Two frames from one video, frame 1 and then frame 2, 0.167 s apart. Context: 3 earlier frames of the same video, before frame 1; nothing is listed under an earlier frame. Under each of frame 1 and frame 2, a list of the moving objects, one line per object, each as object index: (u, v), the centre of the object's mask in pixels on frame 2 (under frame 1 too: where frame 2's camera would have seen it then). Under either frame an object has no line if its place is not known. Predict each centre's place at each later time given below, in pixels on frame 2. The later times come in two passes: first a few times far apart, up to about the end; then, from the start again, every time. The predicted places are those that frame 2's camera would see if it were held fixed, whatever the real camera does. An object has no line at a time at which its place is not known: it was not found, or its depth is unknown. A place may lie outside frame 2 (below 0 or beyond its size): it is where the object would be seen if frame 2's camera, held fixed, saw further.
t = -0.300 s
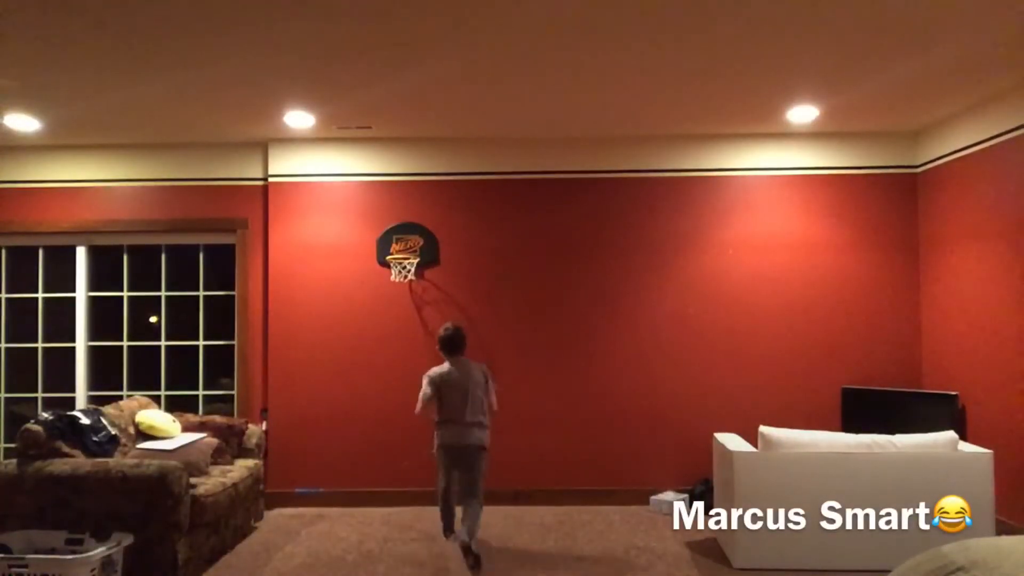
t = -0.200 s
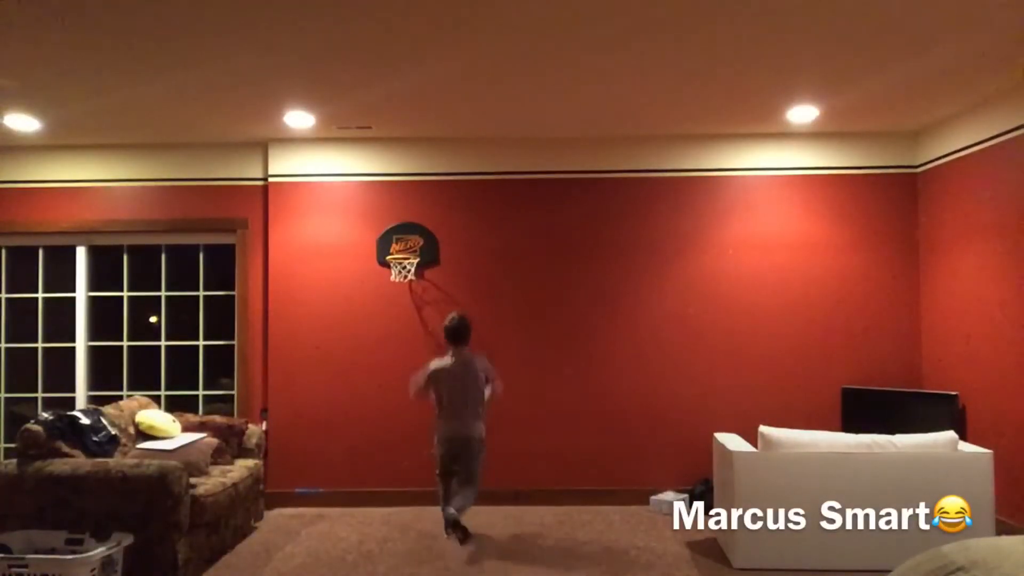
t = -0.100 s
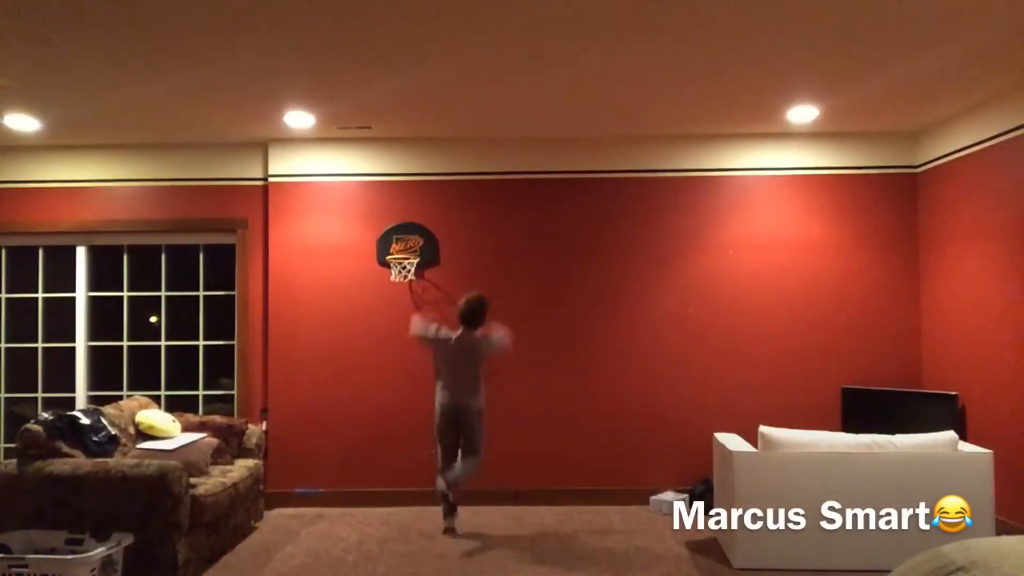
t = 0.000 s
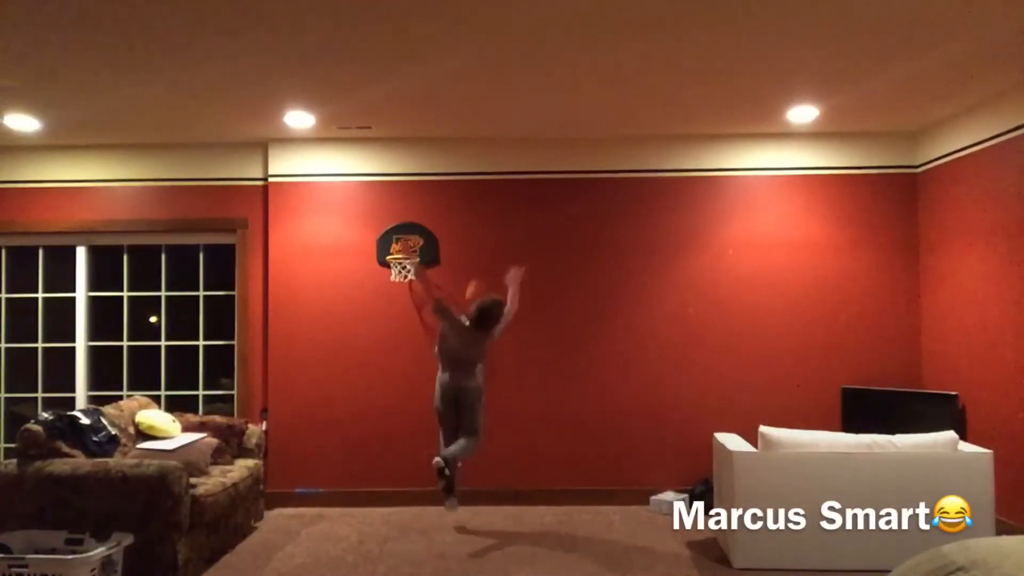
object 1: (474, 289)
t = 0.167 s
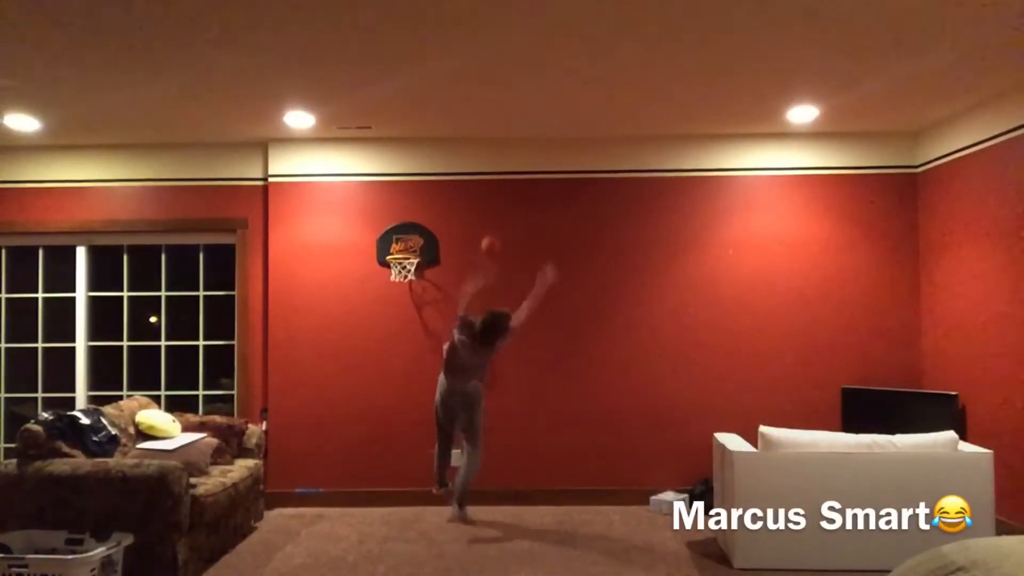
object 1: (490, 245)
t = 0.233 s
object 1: (497, 236)
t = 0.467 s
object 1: (516, 261)
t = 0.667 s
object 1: (531, 339)
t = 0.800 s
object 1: (541, 411)
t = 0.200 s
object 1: (494, 239)
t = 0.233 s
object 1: (497, 236)
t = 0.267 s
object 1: (500, 236)
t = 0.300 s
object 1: (502, 236)
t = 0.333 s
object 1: (505, 238)
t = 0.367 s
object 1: (508, 242)
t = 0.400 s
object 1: (511, 246)
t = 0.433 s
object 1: (513, 253)
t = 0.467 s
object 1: (516, 261)
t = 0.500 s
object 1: (518, 271)
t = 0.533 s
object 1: (521, 282)
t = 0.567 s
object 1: (523, 294)
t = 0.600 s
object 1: (526, 309)
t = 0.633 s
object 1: (529, 324)
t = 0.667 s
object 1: (531, 339)
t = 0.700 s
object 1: (534, 357)
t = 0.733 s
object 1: (537, 375)
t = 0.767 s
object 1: (539, 393)
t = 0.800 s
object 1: (541, 411)
